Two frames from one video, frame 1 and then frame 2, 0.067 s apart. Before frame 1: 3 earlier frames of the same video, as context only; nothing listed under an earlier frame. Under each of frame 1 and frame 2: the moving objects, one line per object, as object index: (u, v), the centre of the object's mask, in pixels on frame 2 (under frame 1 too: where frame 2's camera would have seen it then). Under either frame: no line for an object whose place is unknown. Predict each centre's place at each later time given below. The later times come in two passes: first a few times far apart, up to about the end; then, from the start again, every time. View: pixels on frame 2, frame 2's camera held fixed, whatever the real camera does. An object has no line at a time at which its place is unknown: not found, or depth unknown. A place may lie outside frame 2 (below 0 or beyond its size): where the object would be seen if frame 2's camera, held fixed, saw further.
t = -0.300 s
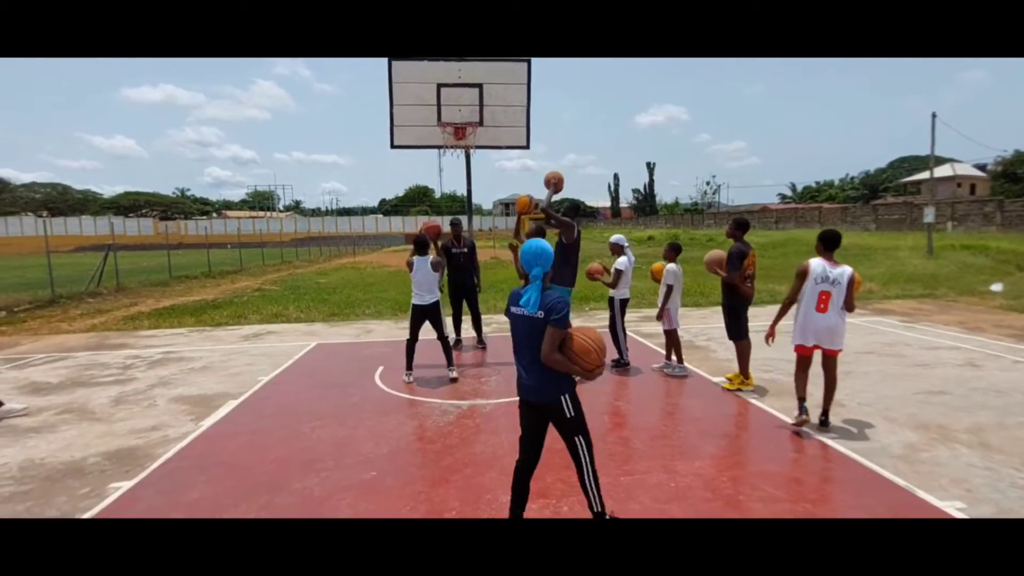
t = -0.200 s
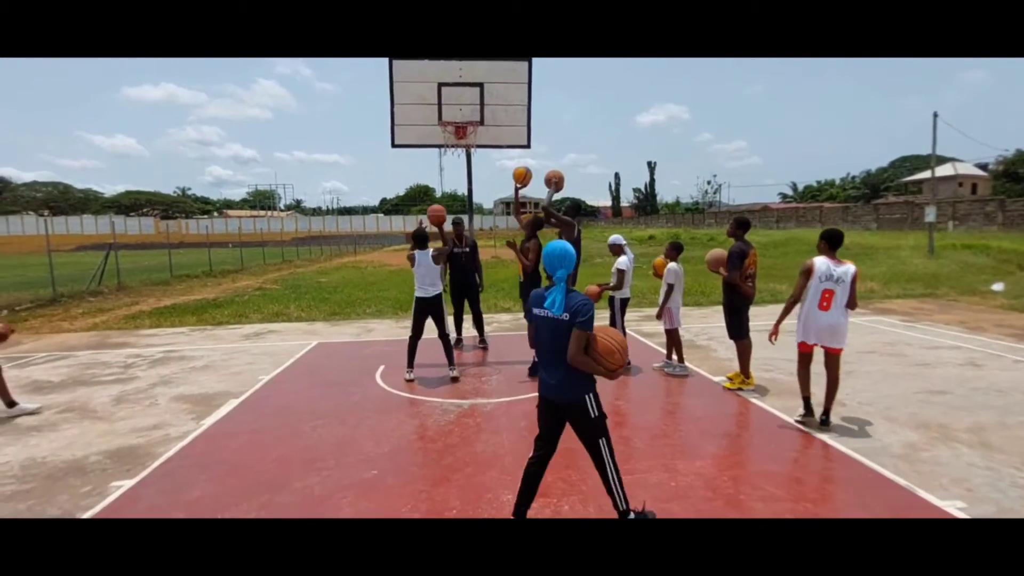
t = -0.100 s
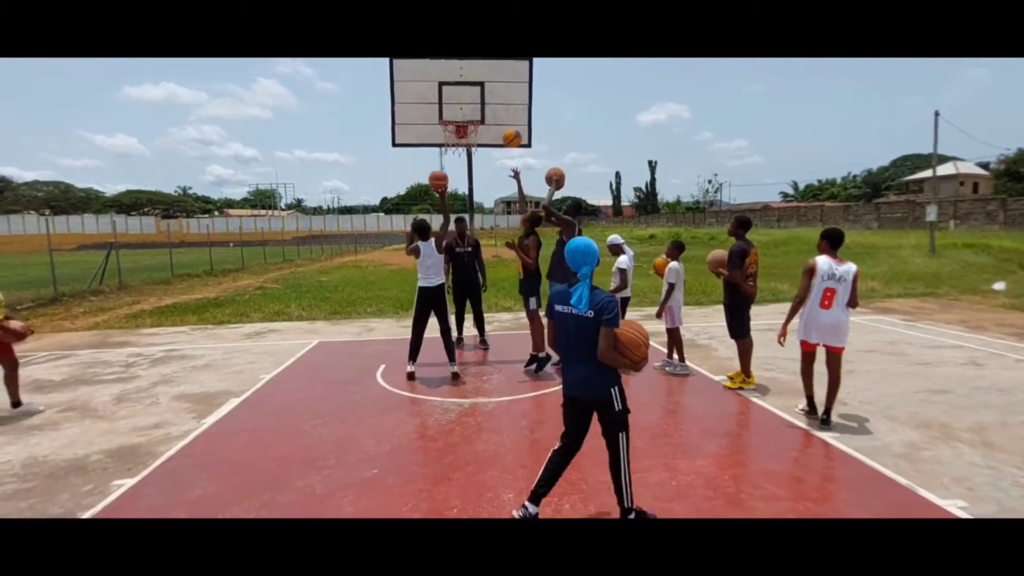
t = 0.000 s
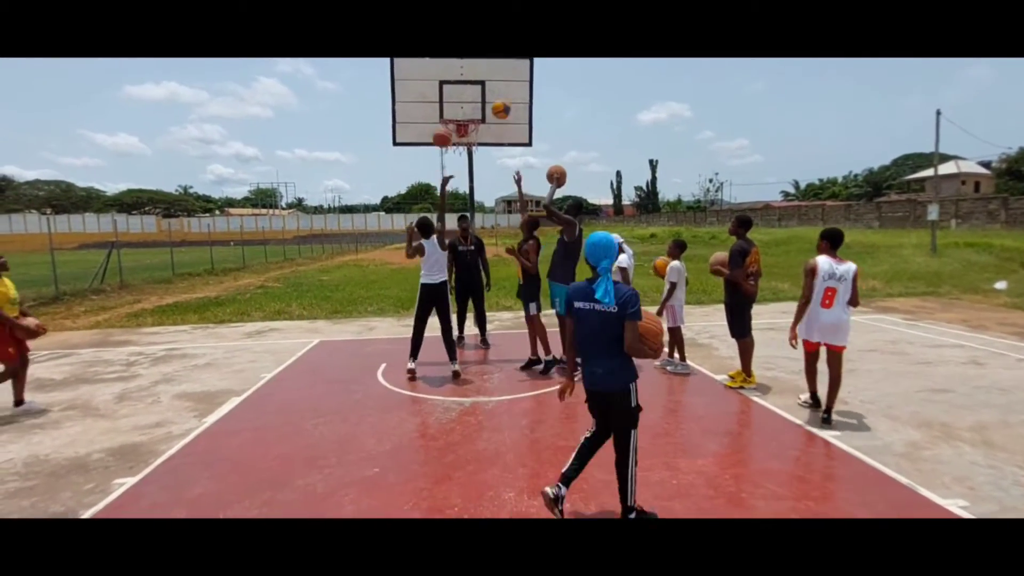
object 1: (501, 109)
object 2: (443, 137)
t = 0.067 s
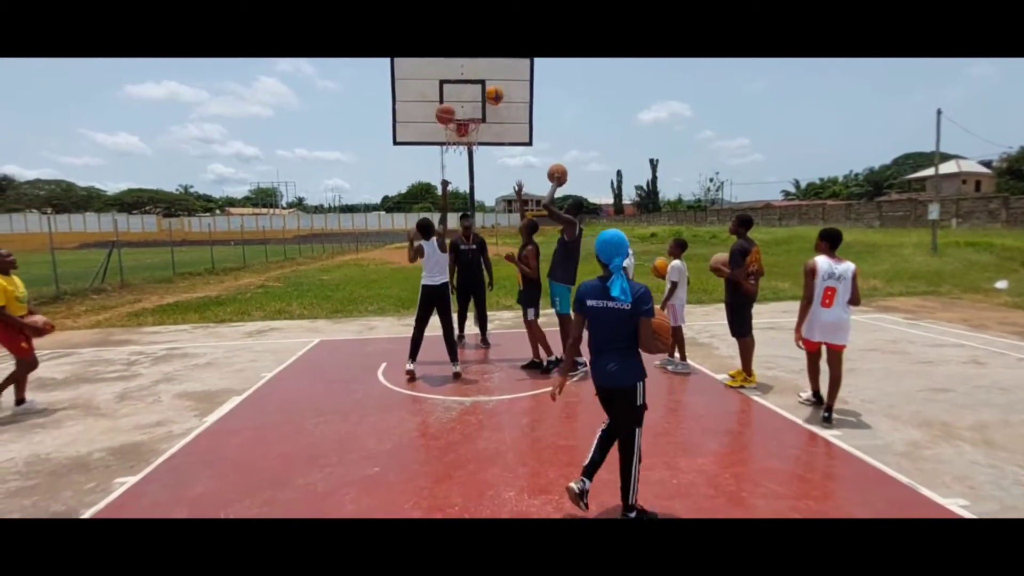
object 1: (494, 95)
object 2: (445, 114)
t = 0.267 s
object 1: (476, 78)
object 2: (453, 70)
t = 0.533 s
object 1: (456, 104)
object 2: (465, 70)
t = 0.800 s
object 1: (460, 111)
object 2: (486, 116)
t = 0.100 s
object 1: (490, 90)
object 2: (446, 104)
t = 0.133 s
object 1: (487, 86)
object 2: (448, 96)
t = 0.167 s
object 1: (484, 83)
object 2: (449, 88)
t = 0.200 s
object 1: (480, 81)
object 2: (450, 81)
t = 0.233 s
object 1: (478, 78)
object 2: (452, 75)
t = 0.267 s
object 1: (476, 78)
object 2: (453, 70)
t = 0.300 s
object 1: (473, 78)
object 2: (455, 68)
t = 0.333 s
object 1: (470, 78)
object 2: (456, 66)
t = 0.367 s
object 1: (468, 80)
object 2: (458, 66)
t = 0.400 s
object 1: (465, 83)
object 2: (459, 66)
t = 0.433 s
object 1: (463, 86)
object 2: (461, 66)
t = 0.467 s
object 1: (460, 91)
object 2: (462, 67)
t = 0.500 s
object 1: (458, 97)
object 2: (464, 68)
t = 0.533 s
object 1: (456, 104)
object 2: (465, 70)
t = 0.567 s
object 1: (454, 110)
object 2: (467, 73)
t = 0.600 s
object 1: (455, 107)
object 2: (468, 77)
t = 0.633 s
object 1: (457, 104)
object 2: (470, 84)
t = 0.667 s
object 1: (458, 102)
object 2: (472, 90)
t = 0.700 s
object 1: (458, 104)
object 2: (475, 97)
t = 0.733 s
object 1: (460, 105)
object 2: (479, 102)
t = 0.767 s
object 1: (460, 108)
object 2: (482, 109)
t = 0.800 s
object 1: (460, 111)
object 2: (486, 116)
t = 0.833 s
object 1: (461, 113)
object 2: (489, 125)
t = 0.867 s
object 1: (462, 123)
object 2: (493, 136)
